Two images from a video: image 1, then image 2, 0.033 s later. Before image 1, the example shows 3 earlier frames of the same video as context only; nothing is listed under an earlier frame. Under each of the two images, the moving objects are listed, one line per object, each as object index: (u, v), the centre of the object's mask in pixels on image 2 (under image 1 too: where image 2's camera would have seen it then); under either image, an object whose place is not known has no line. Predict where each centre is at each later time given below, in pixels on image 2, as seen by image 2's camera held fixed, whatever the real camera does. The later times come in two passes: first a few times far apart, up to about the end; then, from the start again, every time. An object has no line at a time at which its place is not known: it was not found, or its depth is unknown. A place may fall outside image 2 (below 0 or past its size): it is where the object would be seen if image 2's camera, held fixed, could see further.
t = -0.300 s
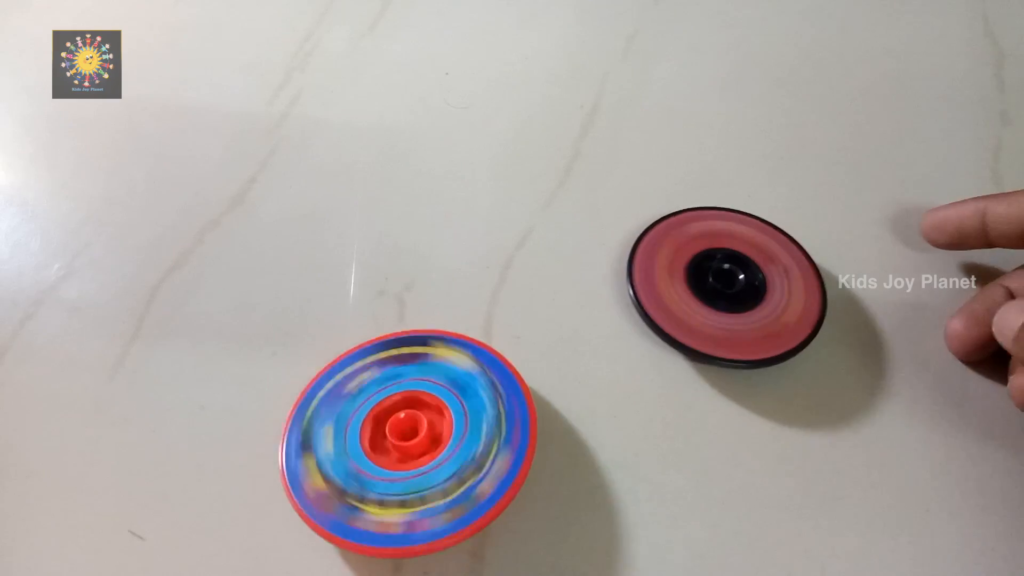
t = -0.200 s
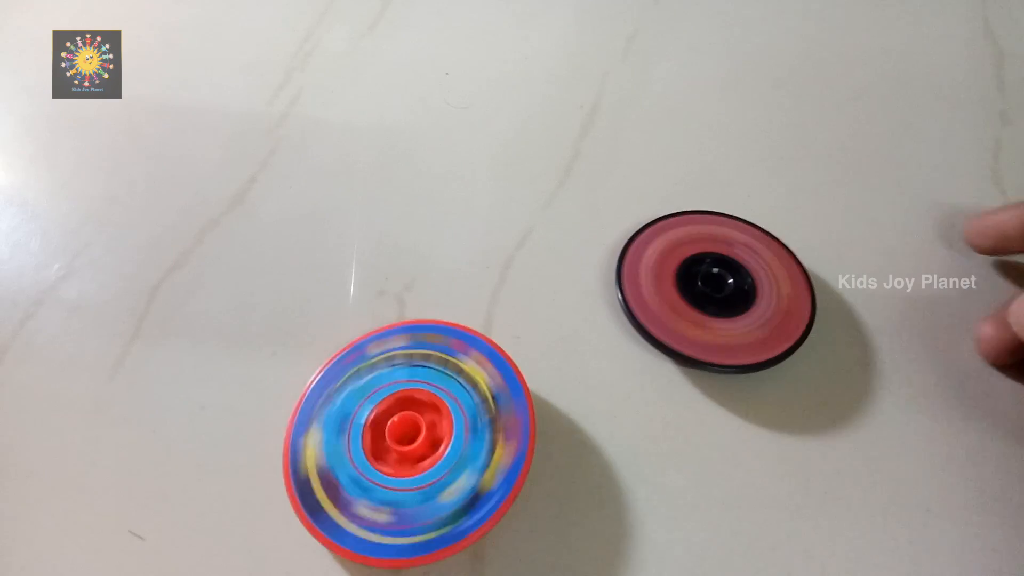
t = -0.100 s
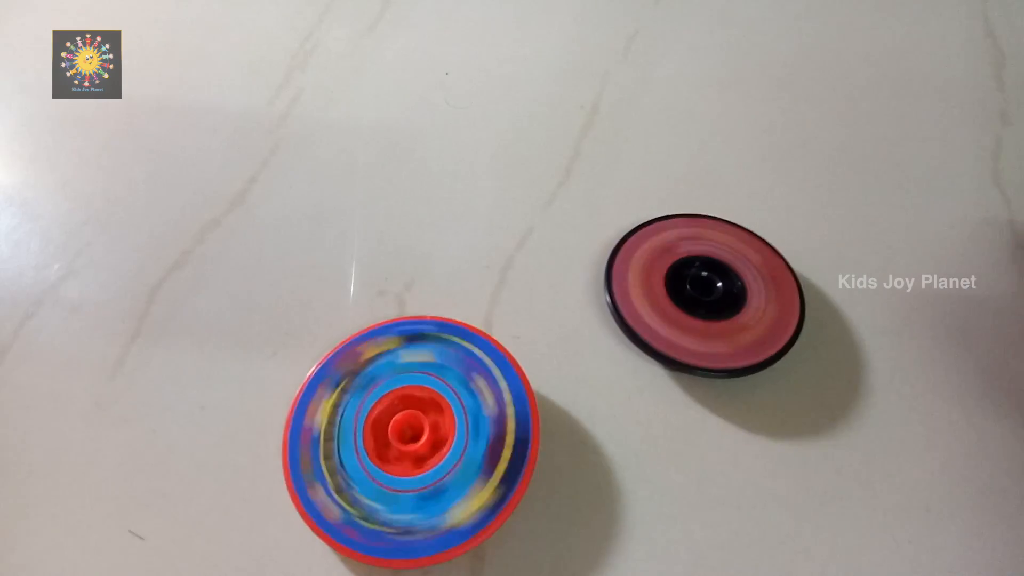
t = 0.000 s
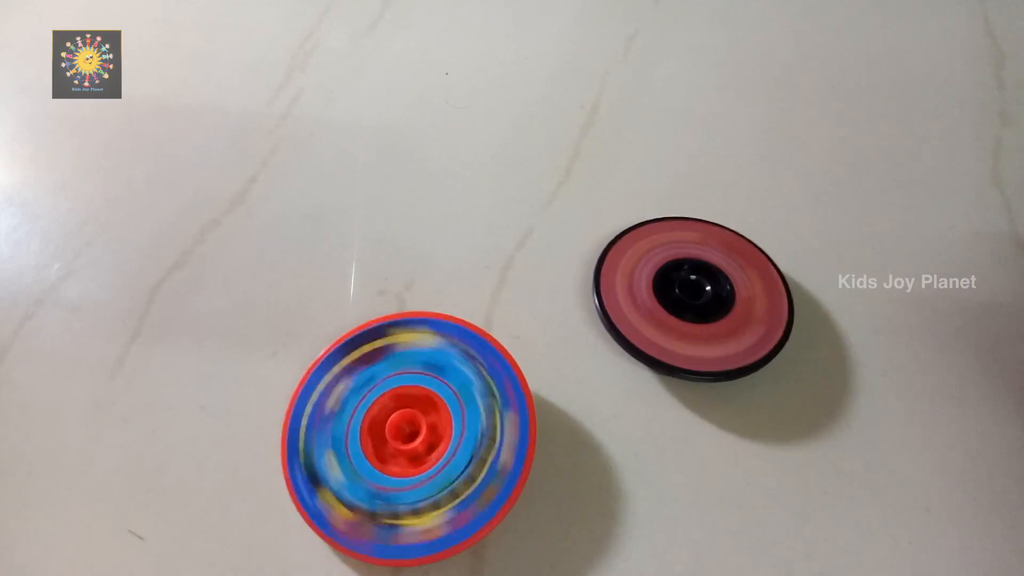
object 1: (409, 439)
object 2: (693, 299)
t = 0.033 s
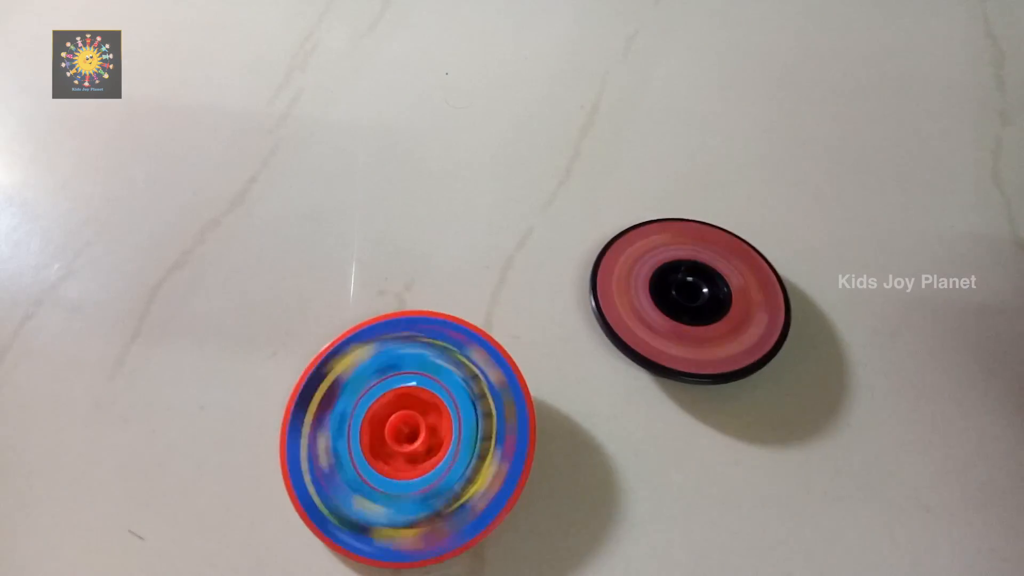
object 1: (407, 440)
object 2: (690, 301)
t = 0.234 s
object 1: (404, 440)
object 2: (666, 304)
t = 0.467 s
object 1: (404, 446)
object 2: (638, 304)
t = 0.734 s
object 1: (406, 448)
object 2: (608, 299)
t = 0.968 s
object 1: (406, 445)
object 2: (584, 292)
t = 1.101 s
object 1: (406, 442)
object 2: (571, 287)
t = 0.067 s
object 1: (407, 440)
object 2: (686, 302)
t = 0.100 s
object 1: (406, 441)
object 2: (682, 303)
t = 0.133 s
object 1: (406, 441)
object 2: (678, 303)
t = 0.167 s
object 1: (406, 440)
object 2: (674, 304)
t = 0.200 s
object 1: (405, 440)
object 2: (670, 304)
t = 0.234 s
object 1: (404, 440)
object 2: (666, 304)
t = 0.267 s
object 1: (403, 440)
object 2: (662, 304)
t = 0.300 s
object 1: (402, 441)
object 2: (659, 304)
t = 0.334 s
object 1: (402, 442)
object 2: (654, 305)
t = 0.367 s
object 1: (402, 444)
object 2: (650, 305)
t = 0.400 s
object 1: (402, 445)
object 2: (646, 304)
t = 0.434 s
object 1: (403, 445)
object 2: (642, 304)
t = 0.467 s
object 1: (404, 446)
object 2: (638, 304)
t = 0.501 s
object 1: (404, 446)
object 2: (635, 304)
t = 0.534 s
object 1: (404, 446)
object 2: (631, 303)
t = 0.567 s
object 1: (404, 446)
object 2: (627, 303)
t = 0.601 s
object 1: (404, 446)
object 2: (623, 302)
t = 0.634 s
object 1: (405, 447)
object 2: (619, 302)
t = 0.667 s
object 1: (405, 448)
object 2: (616, 301)
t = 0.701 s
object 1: (405, 448)
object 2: (612, 300)
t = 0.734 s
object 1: (406, 448)
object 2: (608, 299)
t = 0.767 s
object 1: (406, 447)
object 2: (605, 298)
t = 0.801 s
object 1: (407, 446)
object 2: (601, 297)
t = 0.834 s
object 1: (407, 446)
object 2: (597, 296)
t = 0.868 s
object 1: (406, 445)
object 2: (594, 295)
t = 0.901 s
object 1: (405, 445)
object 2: (591, 294)
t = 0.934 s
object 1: (406, 445)
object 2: (587, 293)
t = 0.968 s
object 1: (406, 445)
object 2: (584, 292)
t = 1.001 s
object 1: (407, 445)
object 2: (581, 291)
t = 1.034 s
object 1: (406, 444)
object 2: (578, 289)
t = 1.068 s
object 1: (406, 443)
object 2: (575, 288)
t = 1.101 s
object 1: (406, 442)
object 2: (571, 287)
